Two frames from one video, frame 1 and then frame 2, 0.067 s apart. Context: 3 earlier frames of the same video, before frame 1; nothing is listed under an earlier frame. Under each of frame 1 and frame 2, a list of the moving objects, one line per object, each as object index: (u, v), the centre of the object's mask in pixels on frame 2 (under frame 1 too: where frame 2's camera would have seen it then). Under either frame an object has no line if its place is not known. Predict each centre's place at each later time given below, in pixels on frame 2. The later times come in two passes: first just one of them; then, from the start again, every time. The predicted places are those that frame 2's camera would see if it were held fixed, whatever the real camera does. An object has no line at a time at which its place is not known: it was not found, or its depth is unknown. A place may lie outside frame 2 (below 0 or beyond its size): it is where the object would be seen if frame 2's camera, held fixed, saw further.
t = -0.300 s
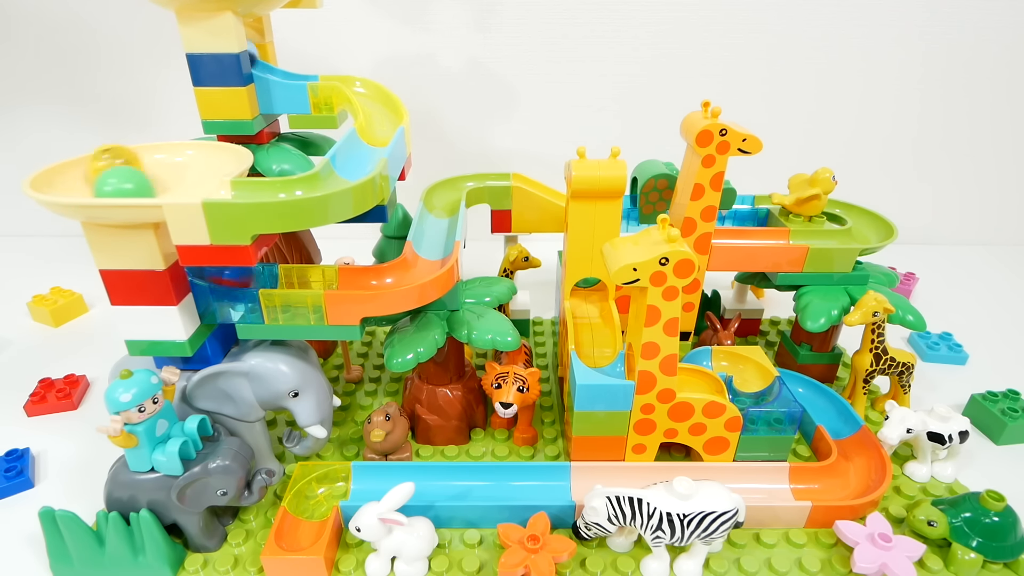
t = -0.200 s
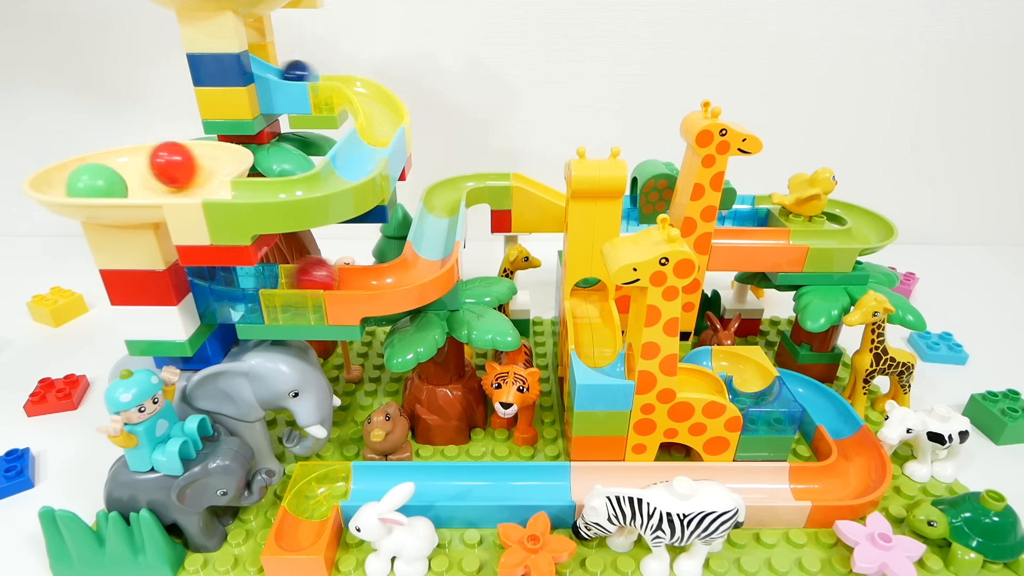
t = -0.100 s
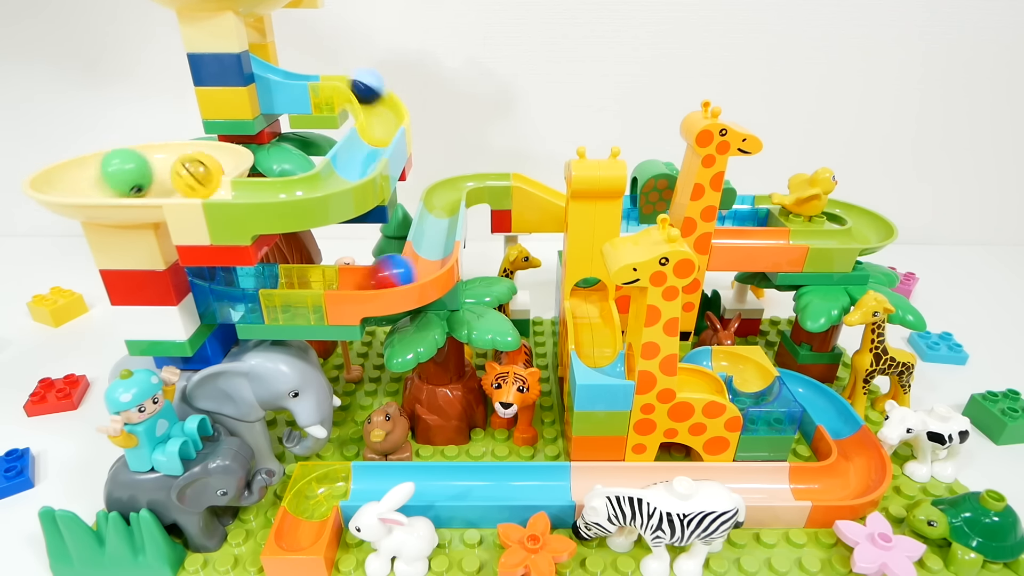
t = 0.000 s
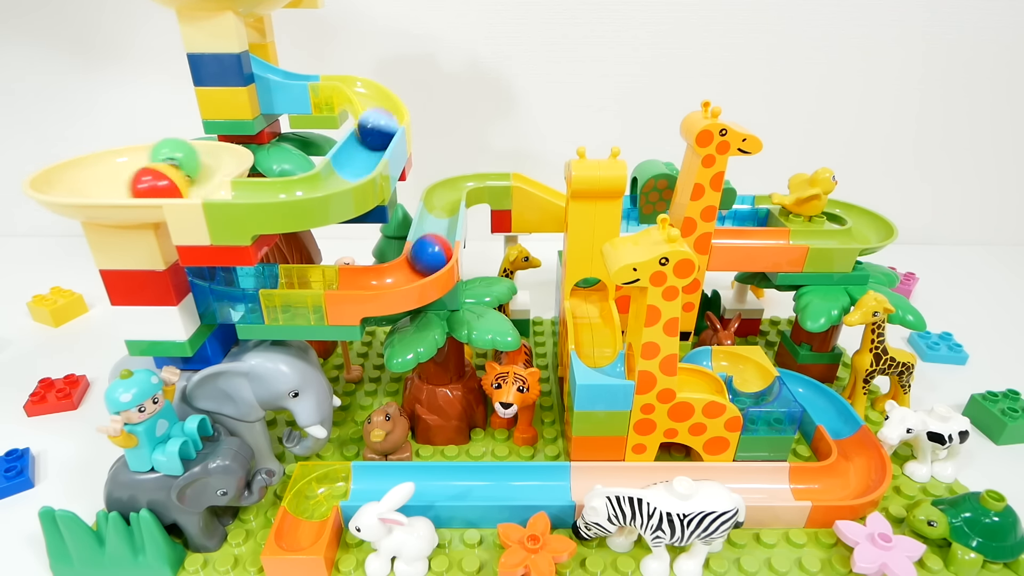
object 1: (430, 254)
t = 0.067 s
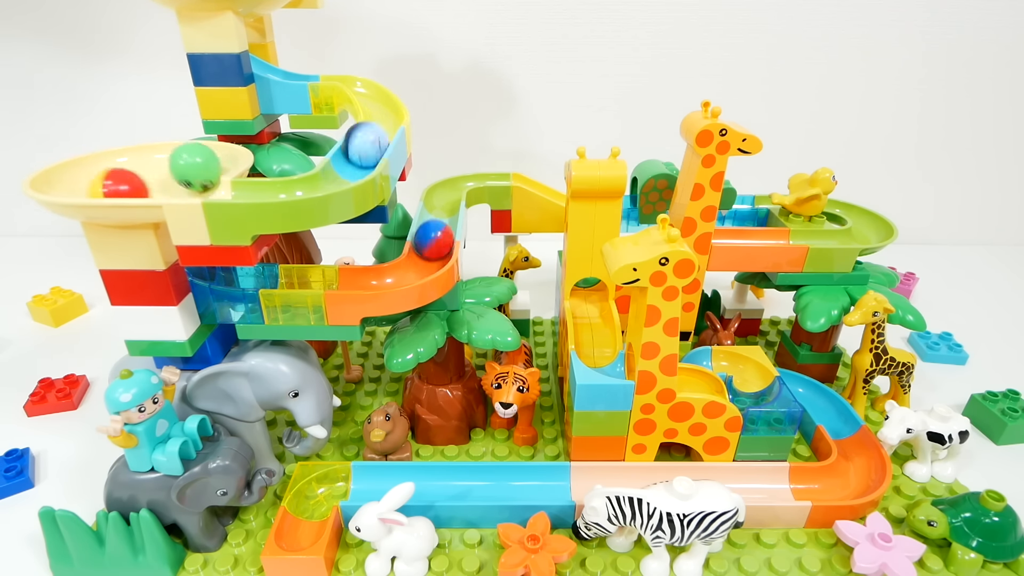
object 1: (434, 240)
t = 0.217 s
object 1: (439, 213)
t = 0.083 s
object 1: (434, 237)
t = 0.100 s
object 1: (434, 234)
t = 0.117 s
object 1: (435, 231)
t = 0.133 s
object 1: (436, 227)
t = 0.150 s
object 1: (437, 224)
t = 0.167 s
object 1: (438, 221)
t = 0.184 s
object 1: (438, 219)
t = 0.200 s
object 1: (438, 216)
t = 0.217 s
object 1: (439, 213)
